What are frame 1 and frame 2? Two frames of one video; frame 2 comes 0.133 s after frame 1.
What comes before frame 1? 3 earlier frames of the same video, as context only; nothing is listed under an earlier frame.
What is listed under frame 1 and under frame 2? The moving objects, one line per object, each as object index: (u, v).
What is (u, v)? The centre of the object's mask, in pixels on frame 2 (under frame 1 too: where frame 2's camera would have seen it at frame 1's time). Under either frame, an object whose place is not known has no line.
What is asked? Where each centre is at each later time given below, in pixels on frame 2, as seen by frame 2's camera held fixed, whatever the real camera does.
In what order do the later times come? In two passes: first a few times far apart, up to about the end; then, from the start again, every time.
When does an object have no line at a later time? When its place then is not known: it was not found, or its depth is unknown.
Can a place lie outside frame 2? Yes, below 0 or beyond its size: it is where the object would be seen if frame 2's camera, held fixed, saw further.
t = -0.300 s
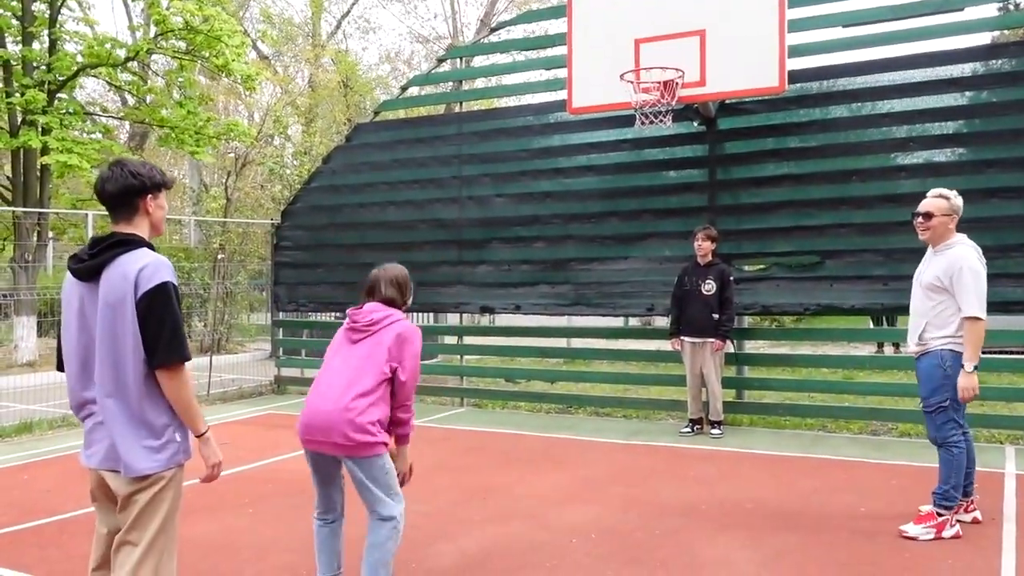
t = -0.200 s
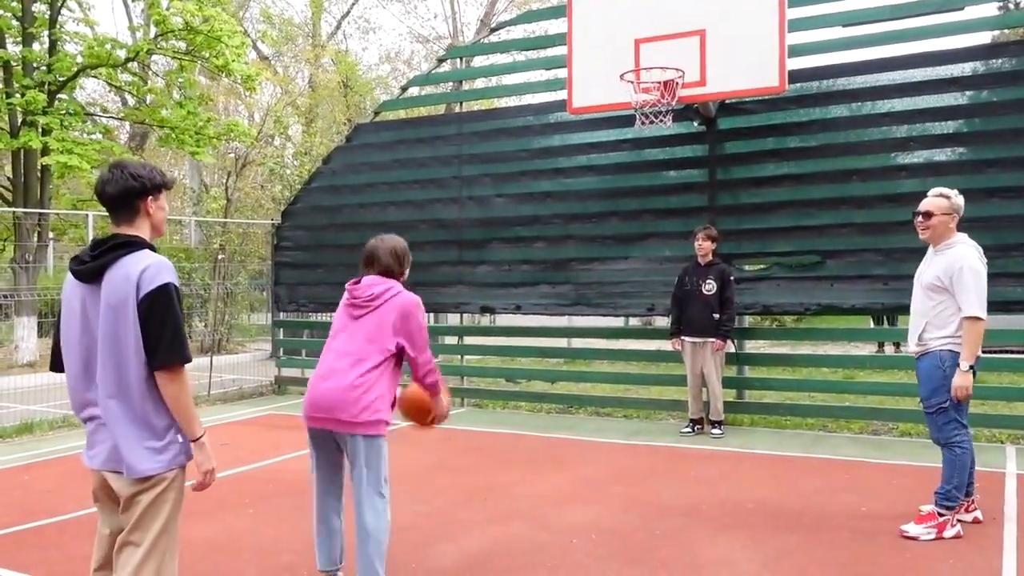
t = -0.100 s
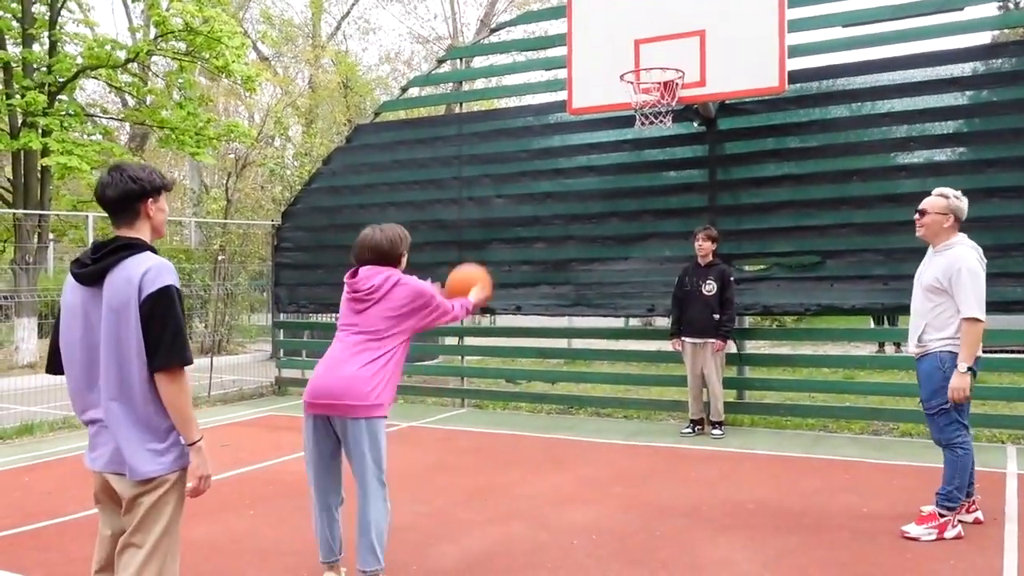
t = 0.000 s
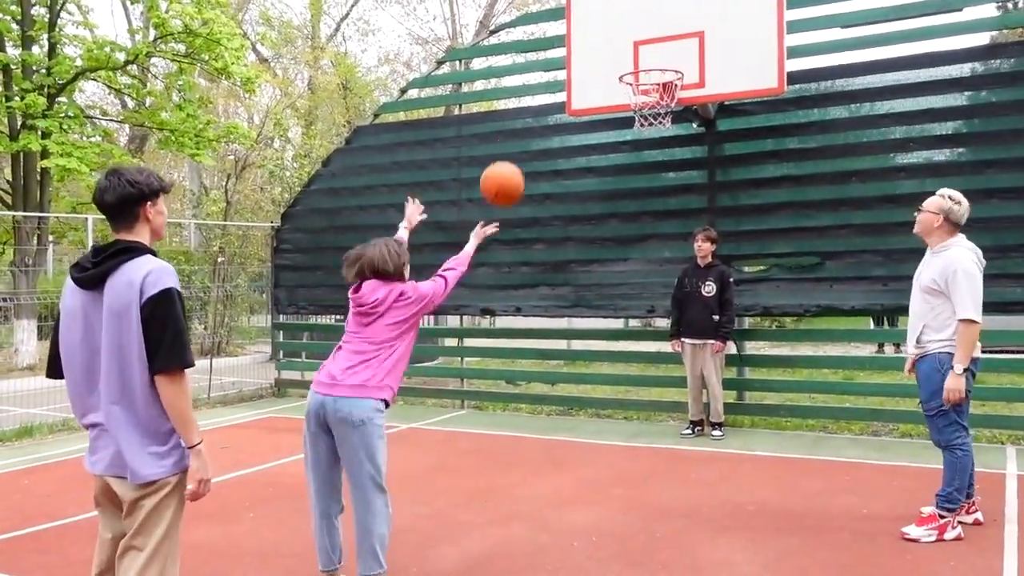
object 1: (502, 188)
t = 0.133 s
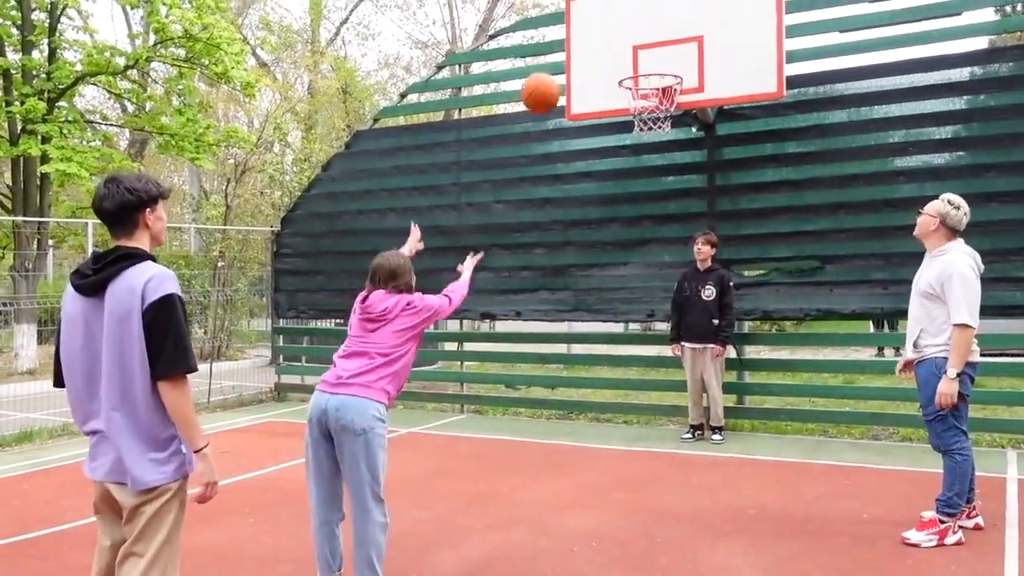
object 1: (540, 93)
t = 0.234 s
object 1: (564, 50)
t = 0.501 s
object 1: (617, 21)
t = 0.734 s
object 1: (655, 75)
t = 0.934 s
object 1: (660, 118)
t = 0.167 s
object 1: (548, 78)
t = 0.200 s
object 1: (556, 61)
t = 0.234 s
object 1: (564, 50)
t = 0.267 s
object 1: (571, 39)
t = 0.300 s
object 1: (579, 32)
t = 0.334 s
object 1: (585, 26)
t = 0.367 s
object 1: (592, 21)
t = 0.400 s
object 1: (598, 19)
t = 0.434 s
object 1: (605, 18)
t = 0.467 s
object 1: (611, 18)
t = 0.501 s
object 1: (617, 21)
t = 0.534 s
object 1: (623, 24)
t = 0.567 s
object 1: (628, 30)
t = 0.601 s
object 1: (634, 36)
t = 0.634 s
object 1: (639, 44)
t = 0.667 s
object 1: (644, 53)
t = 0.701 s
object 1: (649, 62)
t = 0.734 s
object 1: (655, 75)
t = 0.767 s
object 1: (659, 87)
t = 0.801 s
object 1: (662, 100)
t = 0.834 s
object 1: (663, 105)
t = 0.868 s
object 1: (663, 109)
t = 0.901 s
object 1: (661, 112)
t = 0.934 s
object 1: (660, 118)
